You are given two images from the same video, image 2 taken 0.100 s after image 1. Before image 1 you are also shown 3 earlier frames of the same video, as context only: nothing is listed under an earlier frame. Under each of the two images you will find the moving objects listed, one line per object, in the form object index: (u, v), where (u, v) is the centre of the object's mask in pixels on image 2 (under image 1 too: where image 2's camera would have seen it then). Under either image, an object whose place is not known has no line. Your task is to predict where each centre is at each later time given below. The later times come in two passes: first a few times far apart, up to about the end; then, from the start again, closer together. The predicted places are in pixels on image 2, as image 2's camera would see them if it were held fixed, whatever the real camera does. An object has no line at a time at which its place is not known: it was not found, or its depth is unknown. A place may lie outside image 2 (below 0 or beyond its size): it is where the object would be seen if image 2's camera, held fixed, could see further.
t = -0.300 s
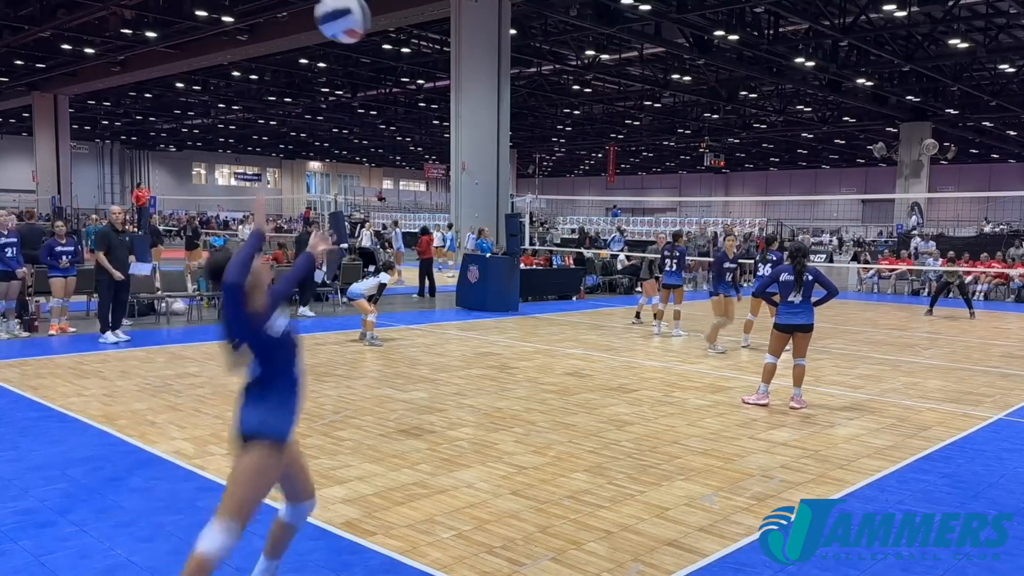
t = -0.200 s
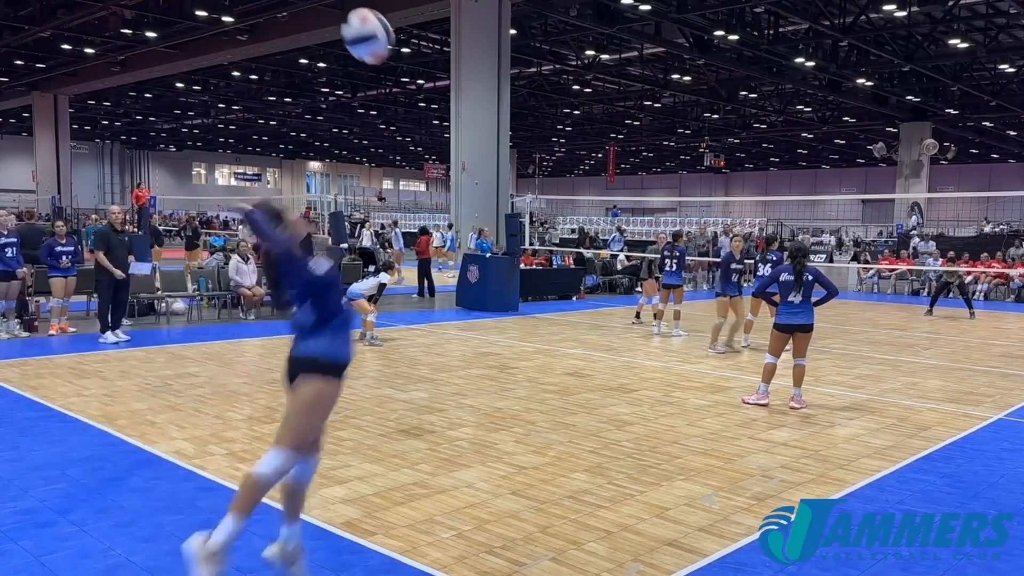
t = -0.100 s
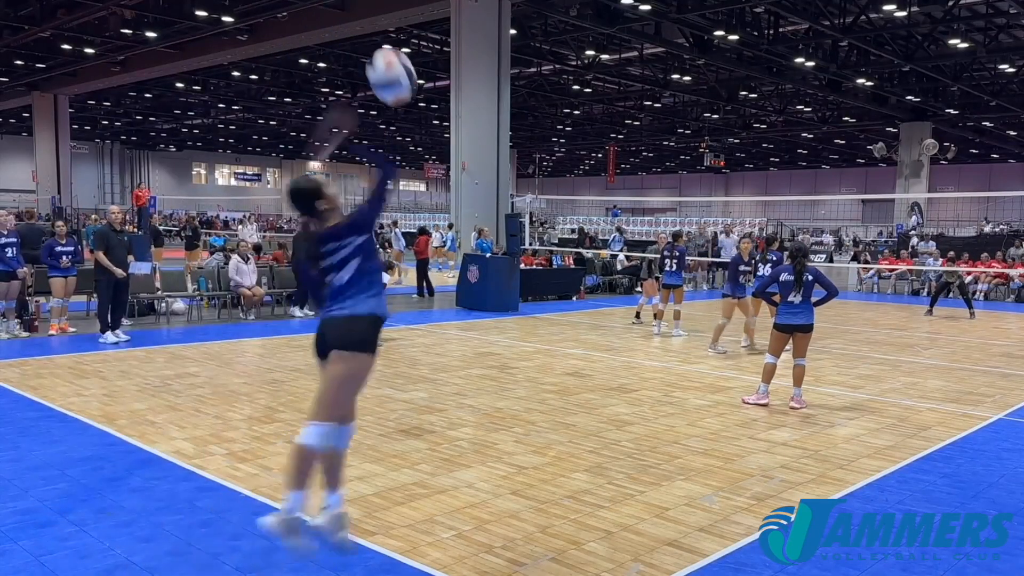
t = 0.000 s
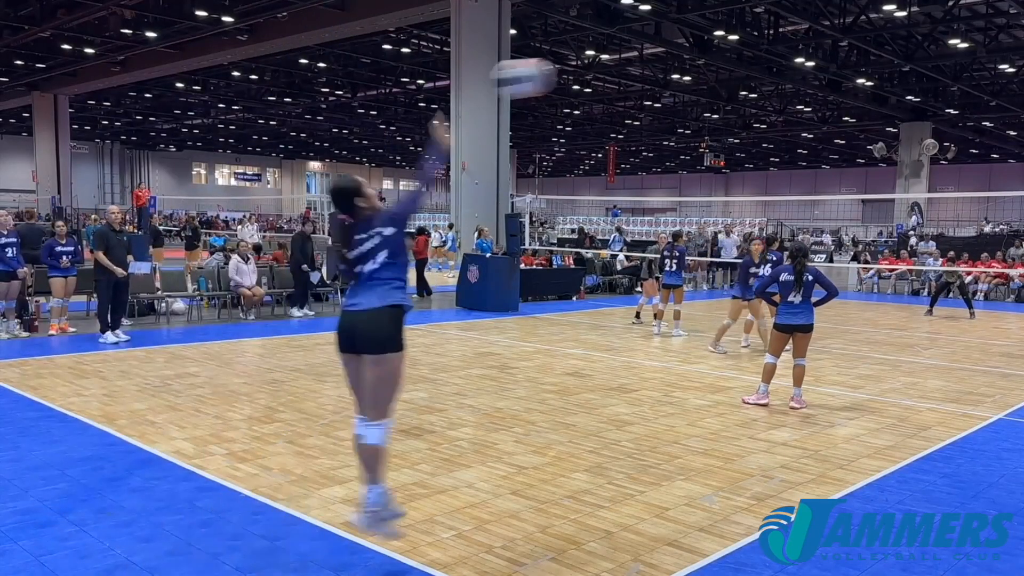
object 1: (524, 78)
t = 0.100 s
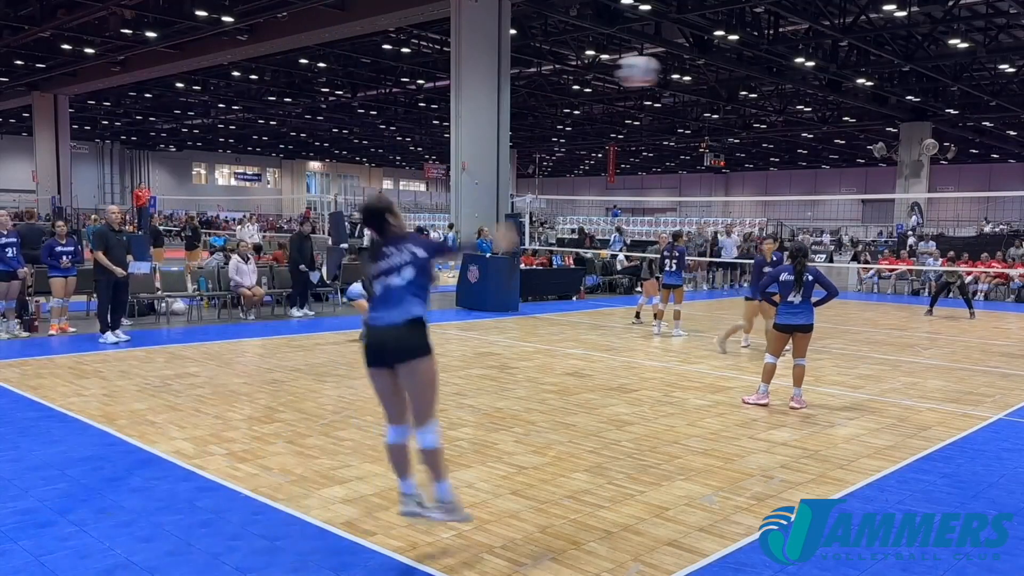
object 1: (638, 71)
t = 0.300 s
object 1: (762, 87)
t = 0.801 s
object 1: (859, 190)
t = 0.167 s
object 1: (689, 73)
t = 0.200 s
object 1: (711, 75)
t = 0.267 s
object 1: (747, 83)
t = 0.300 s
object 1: (762, 87)
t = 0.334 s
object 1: (774, 92)
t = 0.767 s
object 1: (856, 185)
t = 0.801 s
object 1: (859, 190)
